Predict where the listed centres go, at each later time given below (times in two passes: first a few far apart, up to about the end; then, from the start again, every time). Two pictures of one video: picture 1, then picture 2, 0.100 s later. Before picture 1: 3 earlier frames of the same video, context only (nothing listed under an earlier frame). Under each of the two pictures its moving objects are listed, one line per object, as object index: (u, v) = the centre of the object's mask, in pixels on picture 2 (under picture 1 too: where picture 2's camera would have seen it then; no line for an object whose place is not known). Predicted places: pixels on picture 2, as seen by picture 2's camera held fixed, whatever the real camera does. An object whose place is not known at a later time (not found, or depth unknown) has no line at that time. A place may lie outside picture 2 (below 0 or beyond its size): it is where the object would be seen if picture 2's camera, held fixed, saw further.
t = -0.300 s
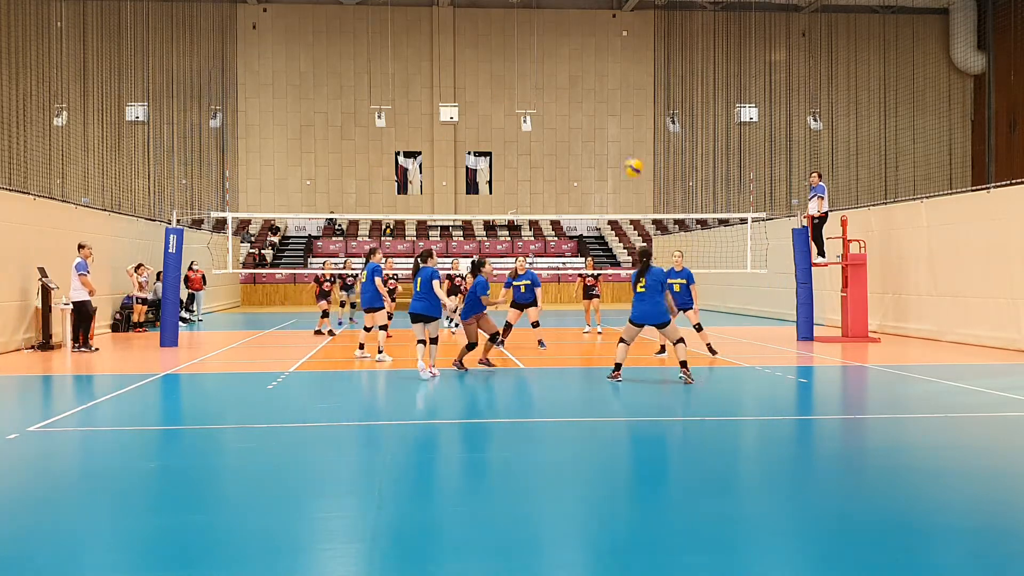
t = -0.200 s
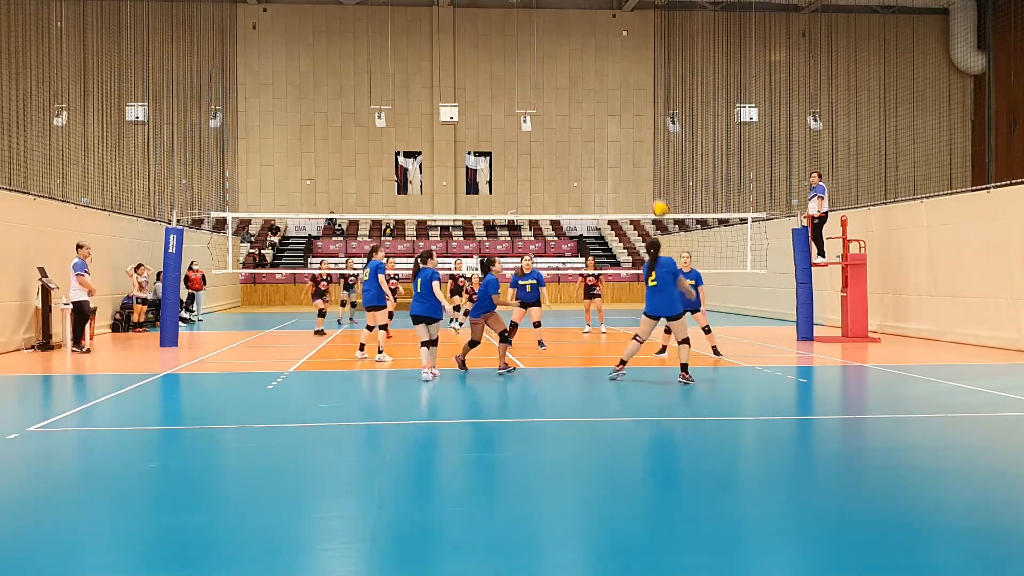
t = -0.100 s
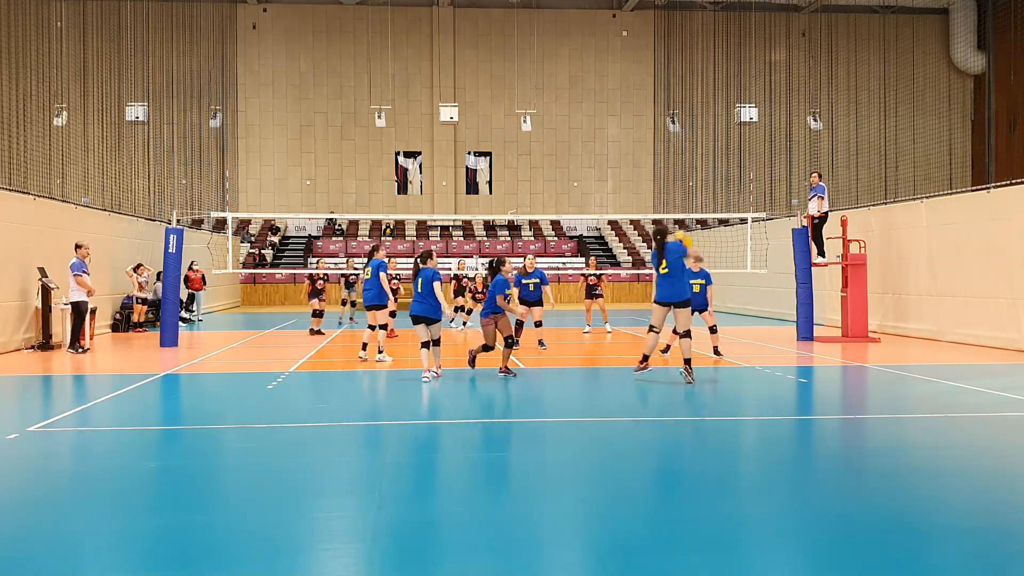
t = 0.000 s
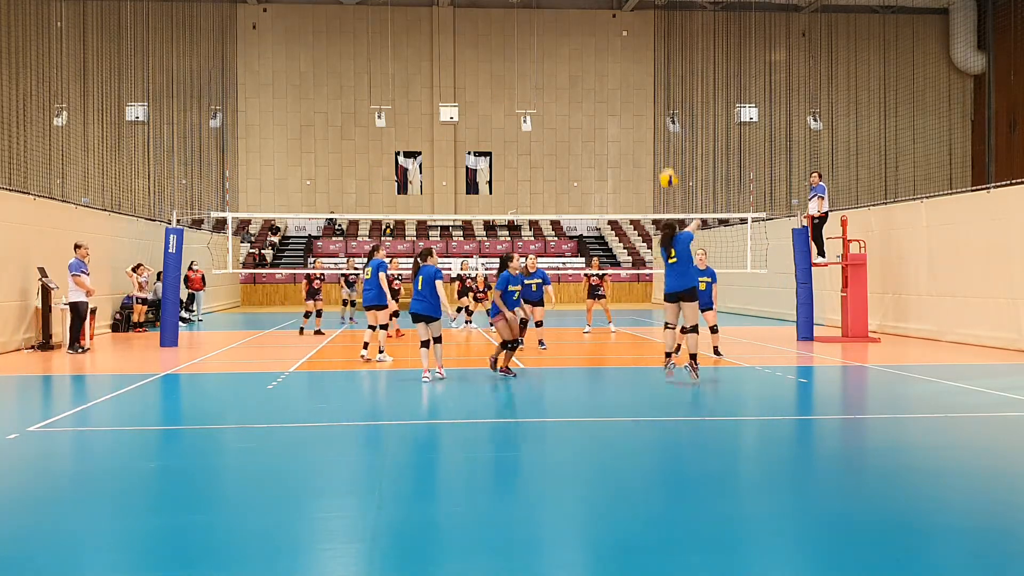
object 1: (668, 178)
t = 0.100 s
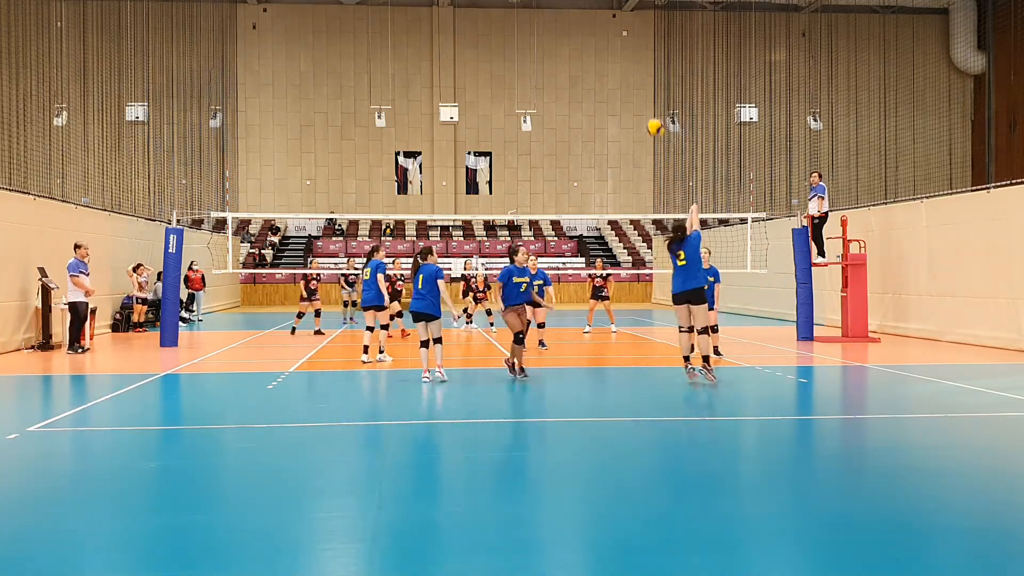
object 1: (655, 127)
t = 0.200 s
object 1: (643, 86)
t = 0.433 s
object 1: (617, 31)
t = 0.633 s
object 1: (598, 19)
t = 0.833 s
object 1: (580, 36)
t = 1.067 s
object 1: (561, 88)
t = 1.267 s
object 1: (547, 157)
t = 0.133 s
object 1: (651, 112)
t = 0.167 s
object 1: (647, 99)
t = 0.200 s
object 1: (643, 86)
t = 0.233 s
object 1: (639, 76)
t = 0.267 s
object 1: (635, 66)
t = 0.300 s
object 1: (632, 57)
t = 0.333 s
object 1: (628, 49)
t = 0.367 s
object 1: (624, 42)
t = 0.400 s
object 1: (620, 36)
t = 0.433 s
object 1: (617, 31)
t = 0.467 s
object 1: (614, 26)
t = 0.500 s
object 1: (610, 23)
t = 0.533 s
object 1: (607, 20)
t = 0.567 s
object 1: (604, 19)
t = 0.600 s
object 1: (601, 19)
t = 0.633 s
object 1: (598, 19)
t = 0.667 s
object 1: (594, 20)
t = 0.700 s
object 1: (591, 22)
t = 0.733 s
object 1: (589, 24)
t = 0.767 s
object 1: (586, 27)
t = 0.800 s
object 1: (583, 31)
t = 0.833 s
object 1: (580, 36)
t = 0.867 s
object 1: (577, 42)
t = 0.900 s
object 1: (575, 48)
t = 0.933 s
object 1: (572, 55)
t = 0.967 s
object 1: (569, 62)
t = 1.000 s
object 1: (567, 70)
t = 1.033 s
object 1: (564, 79)
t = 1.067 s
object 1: (561, 88)
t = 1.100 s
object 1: (558, 98)
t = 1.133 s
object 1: (556, 109)
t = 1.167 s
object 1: (554, 120)
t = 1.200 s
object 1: (551, 132)
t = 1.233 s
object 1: (549, 144)
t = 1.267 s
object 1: (547, 157)
